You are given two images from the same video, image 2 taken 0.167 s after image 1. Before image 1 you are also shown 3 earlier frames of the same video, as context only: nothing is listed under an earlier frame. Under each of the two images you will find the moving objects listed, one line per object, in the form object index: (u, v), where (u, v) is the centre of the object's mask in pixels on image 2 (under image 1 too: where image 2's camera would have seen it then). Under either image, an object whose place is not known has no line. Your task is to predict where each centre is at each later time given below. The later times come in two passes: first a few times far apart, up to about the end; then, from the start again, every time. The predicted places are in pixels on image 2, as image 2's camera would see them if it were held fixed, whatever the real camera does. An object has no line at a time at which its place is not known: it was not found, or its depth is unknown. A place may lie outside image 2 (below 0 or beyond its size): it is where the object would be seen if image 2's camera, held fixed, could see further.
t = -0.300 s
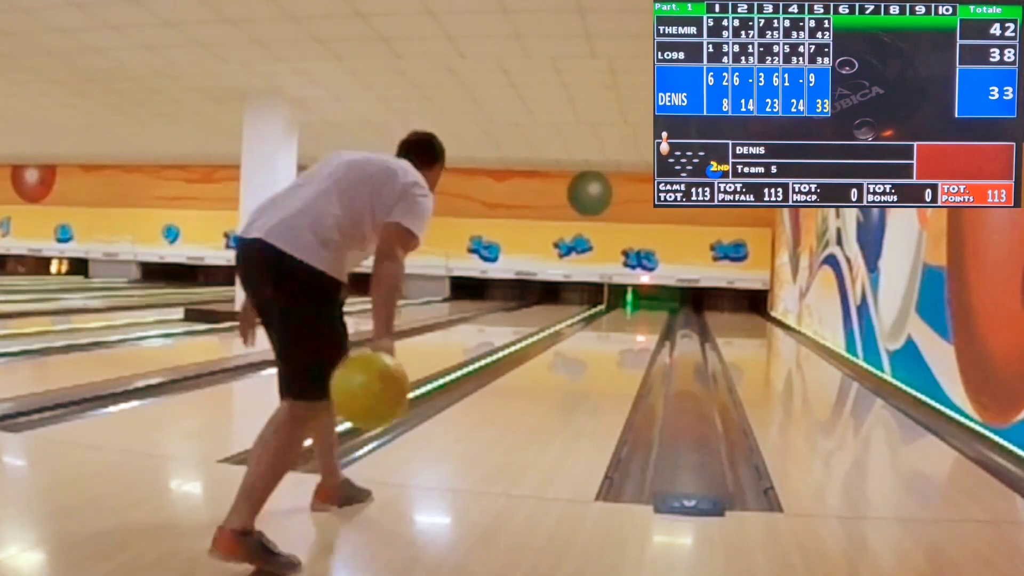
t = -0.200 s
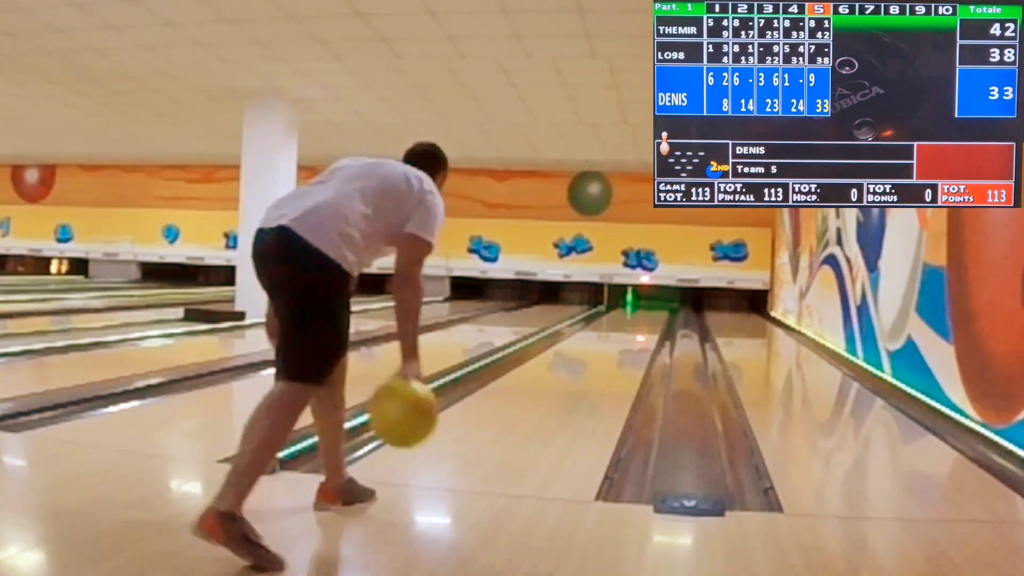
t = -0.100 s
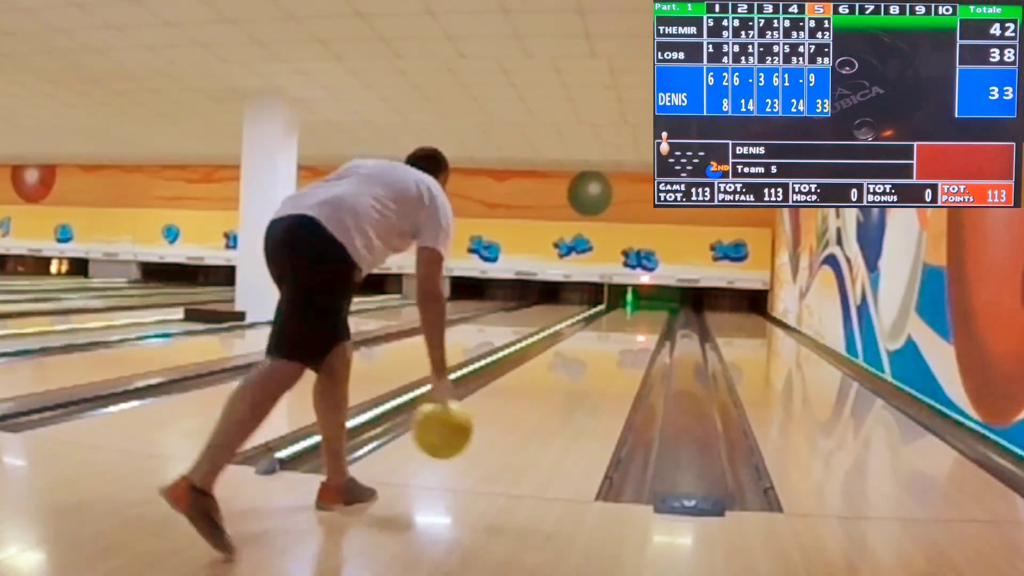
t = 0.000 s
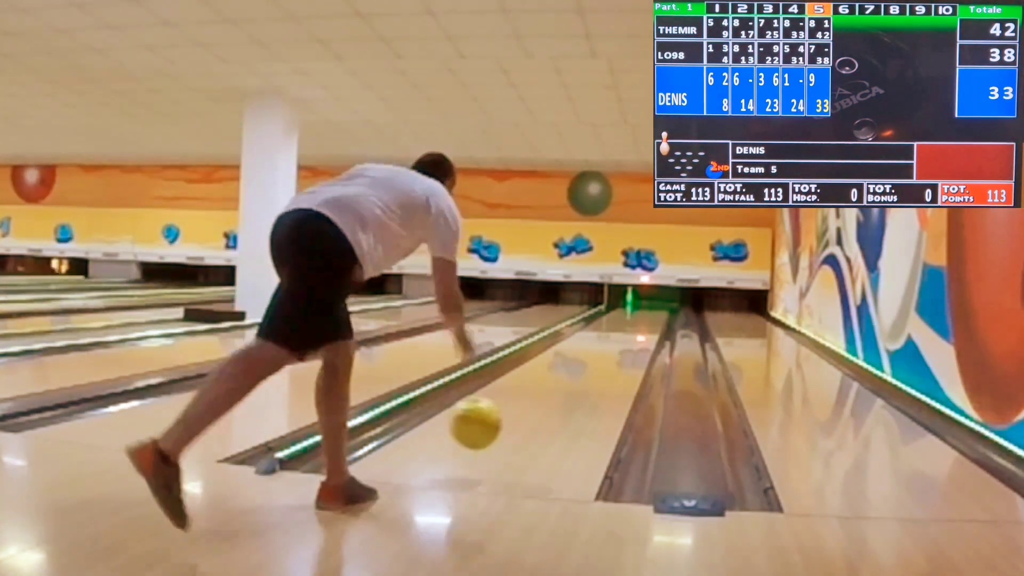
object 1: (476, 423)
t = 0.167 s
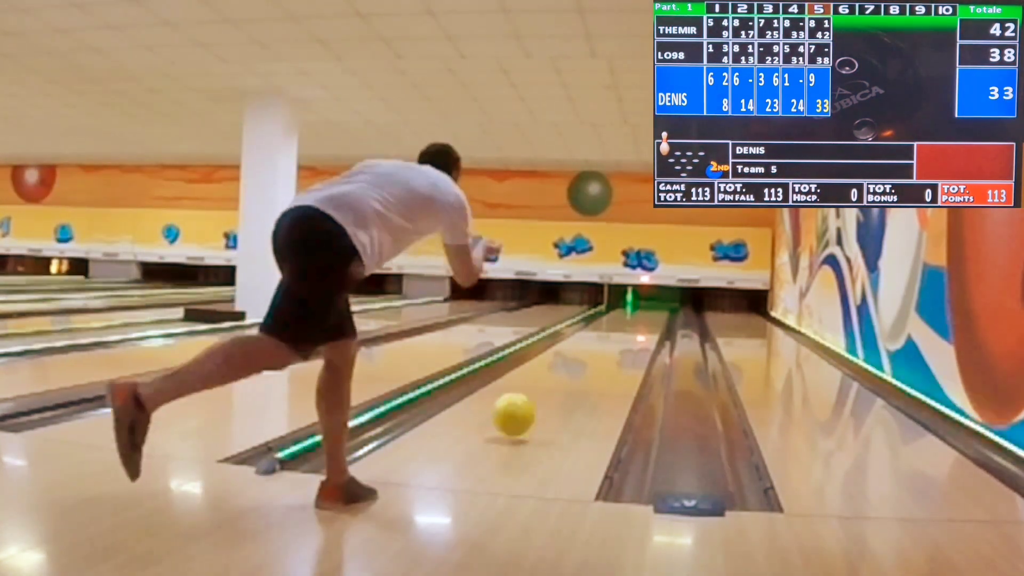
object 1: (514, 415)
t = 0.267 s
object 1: (530, 405)
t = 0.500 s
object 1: (560, 379)
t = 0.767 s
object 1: (580, 361)
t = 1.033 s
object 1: (596, 348)
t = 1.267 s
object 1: (604, 338)
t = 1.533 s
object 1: (612, 330)
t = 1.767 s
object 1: (618, 325)
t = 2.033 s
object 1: (623, 320)
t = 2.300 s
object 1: (627, 316)
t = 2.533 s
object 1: (630, 314)
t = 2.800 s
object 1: (633, 311)
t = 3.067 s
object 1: (635, 309)
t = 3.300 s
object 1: (639, 306)
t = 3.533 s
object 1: (640, 304)
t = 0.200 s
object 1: (520, 410)
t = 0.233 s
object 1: (525, 408)
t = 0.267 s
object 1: (530, 405)
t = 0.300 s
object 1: (536, 400)
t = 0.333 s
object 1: (540, 396)
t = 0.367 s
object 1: (544, 392)
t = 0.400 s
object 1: (548, 389)
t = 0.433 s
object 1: (552, 386)
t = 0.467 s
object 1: (556, 382)
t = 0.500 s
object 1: (560, 379)
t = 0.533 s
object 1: (562, 376)
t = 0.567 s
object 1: (565, 373)
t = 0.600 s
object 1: (568, 371)
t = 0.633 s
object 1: (570, 368)
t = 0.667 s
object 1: (572, 366)
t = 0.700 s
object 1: (575, 364)
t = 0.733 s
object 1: (577, 363)
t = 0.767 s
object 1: (580, 361)
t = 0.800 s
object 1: (582, 359)
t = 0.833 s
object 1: (584, 357)
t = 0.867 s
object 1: (586, 355)
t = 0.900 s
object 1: (588, 354)
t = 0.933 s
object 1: (590, 352)
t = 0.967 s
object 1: (592, 350)
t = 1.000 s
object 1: (594, 349)
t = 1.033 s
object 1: (596, 348)
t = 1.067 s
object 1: (597, 346)
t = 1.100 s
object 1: (598, 344)
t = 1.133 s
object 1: (600, 342)
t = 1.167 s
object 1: (601, 341)
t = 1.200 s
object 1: (602, 340)
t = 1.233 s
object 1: (603, 339)
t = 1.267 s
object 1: (604, 338)
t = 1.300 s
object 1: (606, 337)
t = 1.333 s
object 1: (606, 335)
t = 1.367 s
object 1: (607, 335)
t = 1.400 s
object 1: (608, 334)
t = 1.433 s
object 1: (610, 333)
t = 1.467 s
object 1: (611, 332)
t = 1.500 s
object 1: (611, 331)
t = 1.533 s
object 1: (612, 330)
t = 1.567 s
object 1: (613, 329)
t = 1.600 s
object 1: (614, 328)
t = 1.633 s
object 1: (614, 328)
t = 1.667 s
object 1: (615, 327)
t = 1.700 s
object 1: (616, 326)
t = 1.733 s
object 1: (616, 326)
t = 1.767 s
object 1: (618, 325)
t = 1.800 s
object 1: (619, 323)
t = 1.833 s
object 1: (619, 323)
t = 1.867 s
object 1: (620, 322)
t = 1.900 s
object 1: (620, 322)
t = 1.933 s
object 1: (621, 321)
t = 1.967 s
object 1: (621, 321)
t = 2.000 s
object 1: (622, 320)
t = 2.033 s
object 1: (623, 320)
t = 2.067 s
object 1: (623, 319)
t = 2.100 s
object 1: (624, 319)
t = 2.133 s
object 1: (624, 319)
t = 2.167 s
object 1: (625, 318)
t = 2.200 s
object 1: (626, 318)
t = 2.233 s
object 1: (626, 317)
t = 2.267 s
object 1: (627, 317)
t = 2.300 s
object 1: (627, 316)
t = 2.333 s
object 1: (627, 316)
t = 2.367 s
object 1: (628, 315)
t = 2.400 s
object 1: (628, 315)
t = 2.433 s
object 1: (629, 314)
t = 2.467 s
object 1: (629, 314)
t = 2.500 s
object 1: (629, 314)
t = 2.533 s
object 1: (630, 314)
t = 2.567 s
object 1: (631, 313)
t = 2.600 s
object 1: (631, 313)
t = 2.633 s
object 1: (631, 312)
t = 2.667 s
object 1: (632, 312)
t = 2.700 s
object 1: (632, 312)
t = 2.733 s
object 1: (632, 312)
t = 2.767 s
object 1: (633, 312)
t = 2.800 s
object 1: (633, 311)
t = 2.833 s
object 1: (633, 310)
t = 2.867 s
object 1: (633, 310)
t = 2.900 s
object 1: (634, 310)
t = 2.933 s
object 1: (634, 310)
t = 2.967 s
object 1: (634, 310)
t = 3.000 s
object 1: (634, 310)
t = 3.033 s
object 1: (634, 309)
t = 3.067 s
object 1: (635, 309)
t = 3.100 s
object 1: (635, 309)
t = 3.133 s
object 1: (635, 308)
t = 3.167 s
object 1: (636, 307)
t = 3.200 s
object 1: (637, 307)
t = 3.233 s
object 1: (638, 306)
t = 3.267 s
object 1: (638, 307)
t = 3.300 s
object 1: (639, 306)
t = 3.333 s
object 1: (639, 306)
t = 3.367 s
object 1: (639, 306)
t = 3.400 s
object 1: (639, 305)
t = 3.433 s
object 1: (639, 305)
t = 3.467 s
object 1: (639, 305)
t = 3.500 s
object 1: (640, 304)
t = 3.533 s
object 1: (640, 304)
